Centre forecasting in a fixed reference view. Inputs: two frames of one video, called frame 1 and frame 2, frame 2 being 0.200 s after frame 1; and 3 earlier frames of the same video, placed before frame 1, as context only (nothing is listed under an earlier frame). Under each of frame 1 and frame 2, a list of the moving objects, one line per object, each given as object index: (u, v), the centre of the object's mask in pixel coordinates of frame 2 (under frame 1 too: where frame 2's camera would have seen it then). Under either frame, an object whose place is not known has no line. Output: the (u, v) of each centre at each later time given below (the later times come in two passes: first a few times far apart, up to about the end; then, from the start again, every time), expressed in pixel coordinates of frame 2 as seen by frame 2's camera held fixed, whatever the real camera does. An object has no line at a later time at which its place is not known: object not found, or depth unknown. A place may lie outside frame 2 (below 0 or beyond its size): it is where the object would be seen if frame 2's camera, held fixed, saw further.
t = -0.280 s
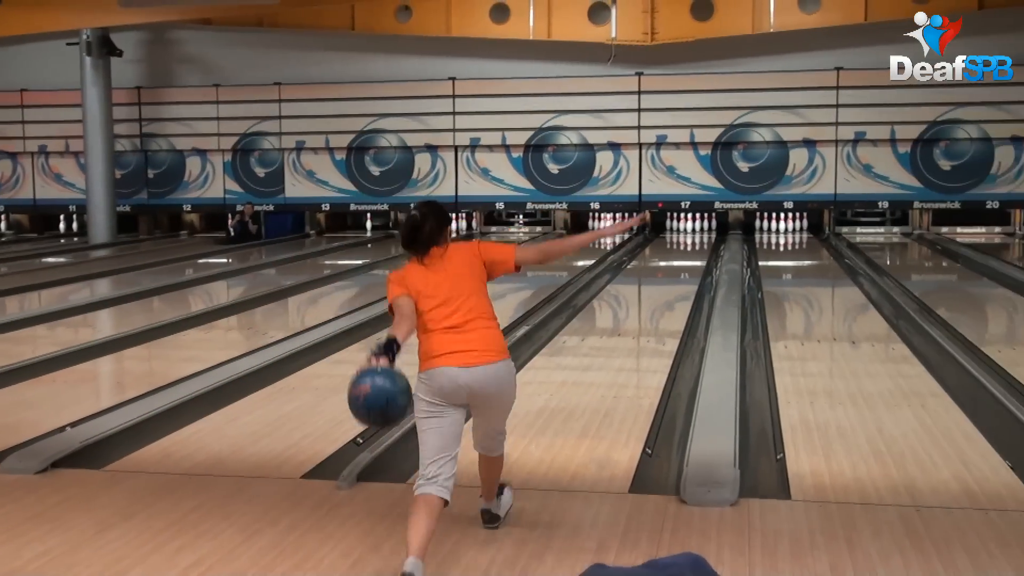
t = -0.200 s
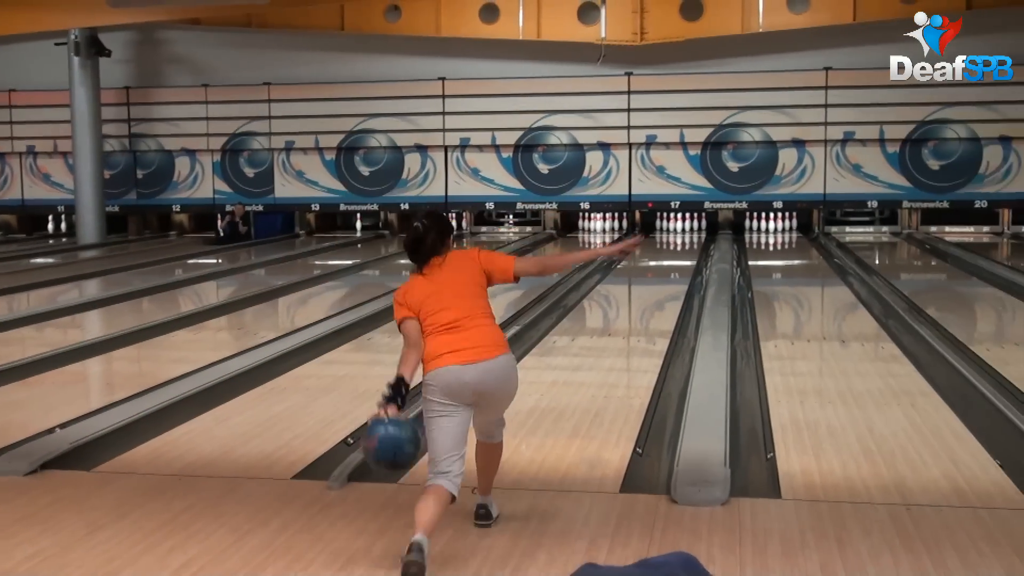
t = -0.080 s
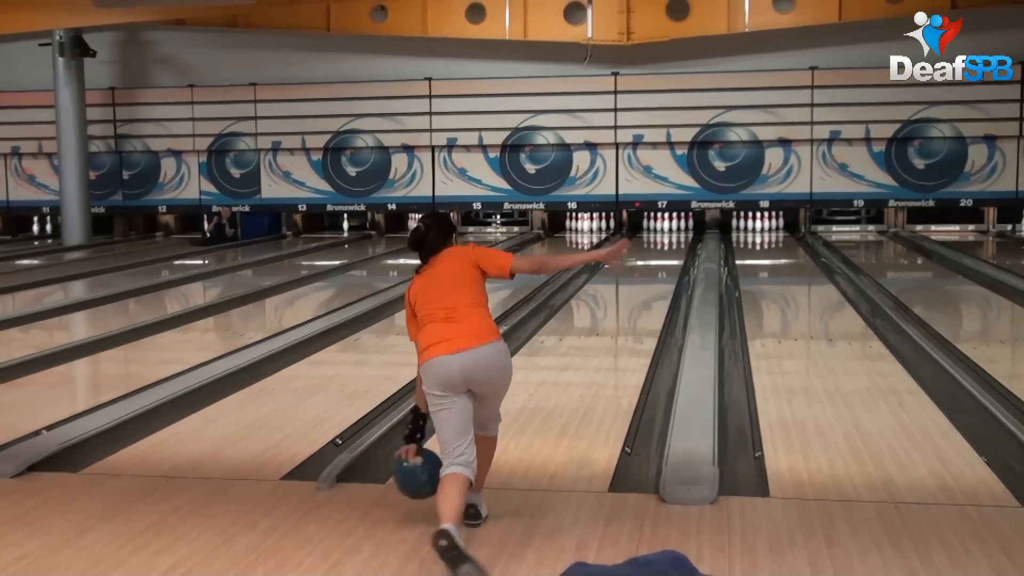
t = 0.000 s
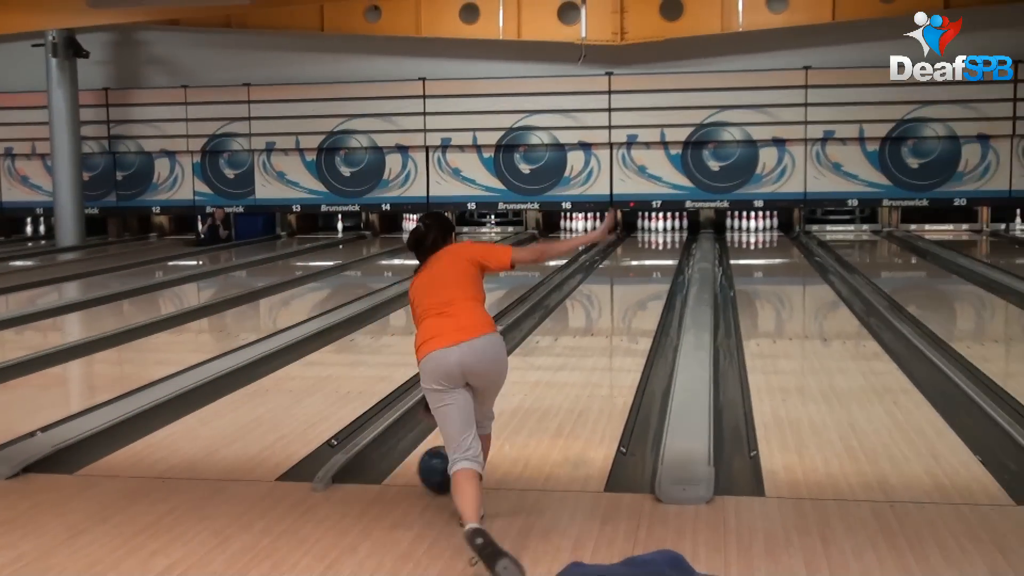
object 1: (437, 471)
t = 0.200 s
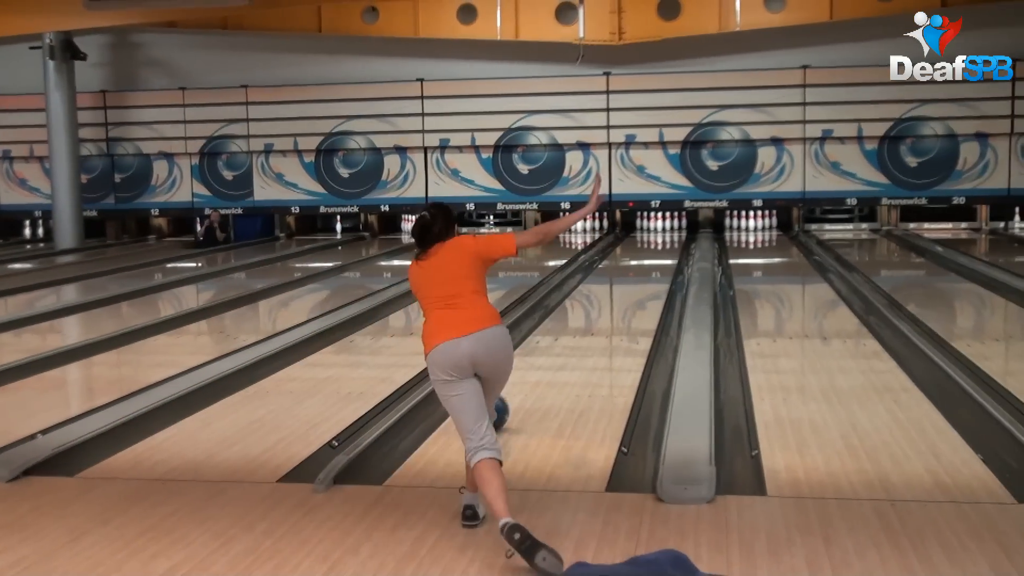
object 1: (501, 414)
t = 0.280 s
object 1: (510, 397)
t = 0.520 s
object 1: (539, 353)
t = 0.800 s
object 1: (567, 320)
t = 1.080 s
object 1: (586, 297)
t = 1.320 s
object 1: (600, 281)
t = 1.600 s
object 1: (612, 267)
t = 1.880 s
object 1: (623, 256)
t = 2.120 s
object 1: (632, 247)
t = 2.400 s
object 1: (641, 240)
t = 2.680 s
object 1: (649, 234)
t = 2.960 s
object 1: (656, 229)
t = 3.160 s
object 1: (661, 227)
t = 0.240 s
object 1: (506, 405)
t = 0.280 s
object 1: (510, 397)
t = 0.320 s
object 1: (516, 389)
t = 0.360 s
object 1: (522, 380)
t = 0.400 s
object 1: (526, 373)
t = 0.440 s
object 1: (530, 365)
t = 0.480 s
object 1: (534, 359)
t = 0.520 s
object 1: (539, 353)
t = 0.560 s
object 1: (543, 347)
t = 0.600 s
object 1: (548, 342)
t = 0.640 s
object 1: (552, 338)
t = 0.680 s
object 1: (556, 333)
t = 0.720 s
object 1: (560, 329)
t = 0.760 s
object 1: (563, 324)
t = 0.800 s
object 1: (567, 320)
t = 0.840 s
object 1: (570, 316)
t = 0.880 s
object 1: (573, 313)
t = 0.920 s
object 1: (576, 309)
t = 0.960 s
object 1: (579, 305)
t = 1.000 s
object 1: (581, 303)
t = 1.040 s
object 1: (584, 299)
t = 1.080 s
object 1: (586, 297)
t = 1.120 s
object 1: (589, 294)
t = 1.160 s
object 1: (591, 291)
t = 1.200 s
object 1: (593, 288)
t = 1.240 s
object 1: (596, 286)
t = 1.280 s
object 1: (598, 284)
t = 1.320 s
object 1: (600, 281)
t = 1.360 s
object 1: (602, 279)
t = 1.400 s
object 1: (603, 277)
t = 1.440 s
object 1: (605, 275)
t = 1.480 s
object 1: (607, 273)
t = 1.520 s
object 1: (609, 271)
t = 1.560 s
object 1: (611, 269)
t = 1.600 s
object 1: (612, 267)
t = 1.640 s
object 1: (614, 265)
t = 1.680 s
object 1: (616, 263)
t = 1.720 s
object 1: (618, 262)
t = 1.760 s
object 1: (619, 260)
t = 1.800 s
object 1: (621, 259)
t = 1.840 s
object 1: (622, 257)
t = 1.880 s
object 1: (623, 256)
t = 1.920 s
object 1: (625, 255)
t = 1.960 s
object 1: (626, 253)
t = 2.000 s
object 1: (627, 252)
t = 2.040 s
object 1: (628, 251)
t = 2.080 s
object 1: (629, 249)
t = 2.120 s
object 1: (632, 247)
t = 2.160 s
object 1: (632, 247)
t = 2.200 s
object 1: (634, 245)
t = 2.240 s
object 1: (635, 244)
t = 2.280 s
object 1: (637, 243)
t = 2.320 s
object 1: (638, 242)
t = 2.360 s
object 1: (639, 241)
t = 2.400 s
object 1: (641, 240)
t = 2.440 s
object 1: (642, 239)
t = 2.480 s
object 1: (643, 237)
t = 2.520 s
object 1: (644, 237)
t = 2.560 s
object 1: (646, 236)
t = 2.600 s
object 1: (646, 235)
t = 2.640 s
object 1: (648, 234)
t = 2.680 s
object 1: (649, 234)
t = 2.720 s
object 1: (650, 233)
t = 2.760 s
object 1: (651, 232)
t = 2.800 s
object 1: (653, 232)
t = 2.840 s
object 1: (654, 231)
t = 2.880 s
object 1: (654, 230)
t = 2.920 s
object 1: (656, 230)
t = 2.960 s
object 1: (656, 229)
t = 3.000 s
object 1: (658, 228)
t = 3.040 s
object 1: (659, 228)
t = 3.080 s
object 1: (660, 228)
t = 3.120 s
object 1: (661, 227)
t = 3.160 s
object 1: (661, 227)
